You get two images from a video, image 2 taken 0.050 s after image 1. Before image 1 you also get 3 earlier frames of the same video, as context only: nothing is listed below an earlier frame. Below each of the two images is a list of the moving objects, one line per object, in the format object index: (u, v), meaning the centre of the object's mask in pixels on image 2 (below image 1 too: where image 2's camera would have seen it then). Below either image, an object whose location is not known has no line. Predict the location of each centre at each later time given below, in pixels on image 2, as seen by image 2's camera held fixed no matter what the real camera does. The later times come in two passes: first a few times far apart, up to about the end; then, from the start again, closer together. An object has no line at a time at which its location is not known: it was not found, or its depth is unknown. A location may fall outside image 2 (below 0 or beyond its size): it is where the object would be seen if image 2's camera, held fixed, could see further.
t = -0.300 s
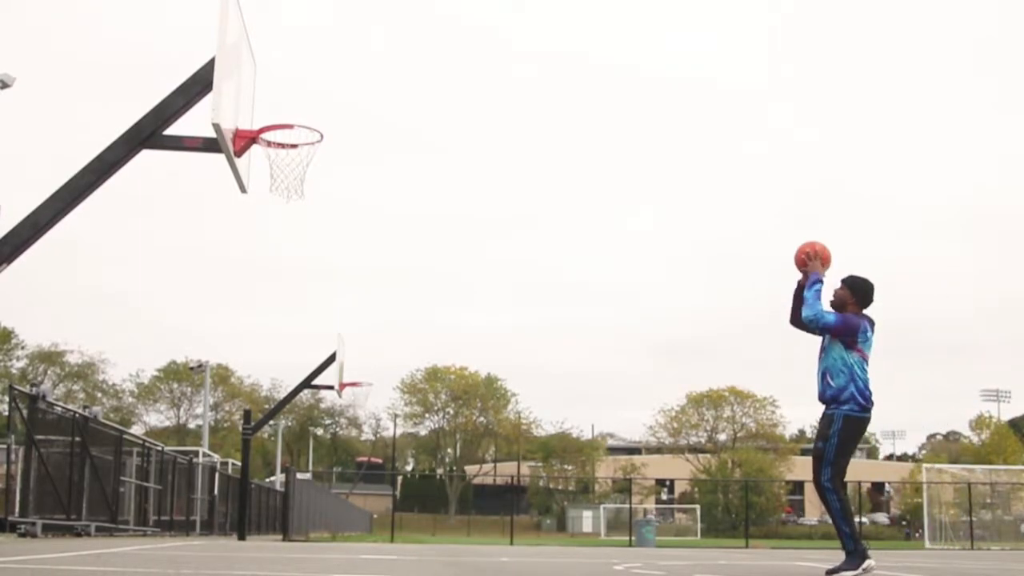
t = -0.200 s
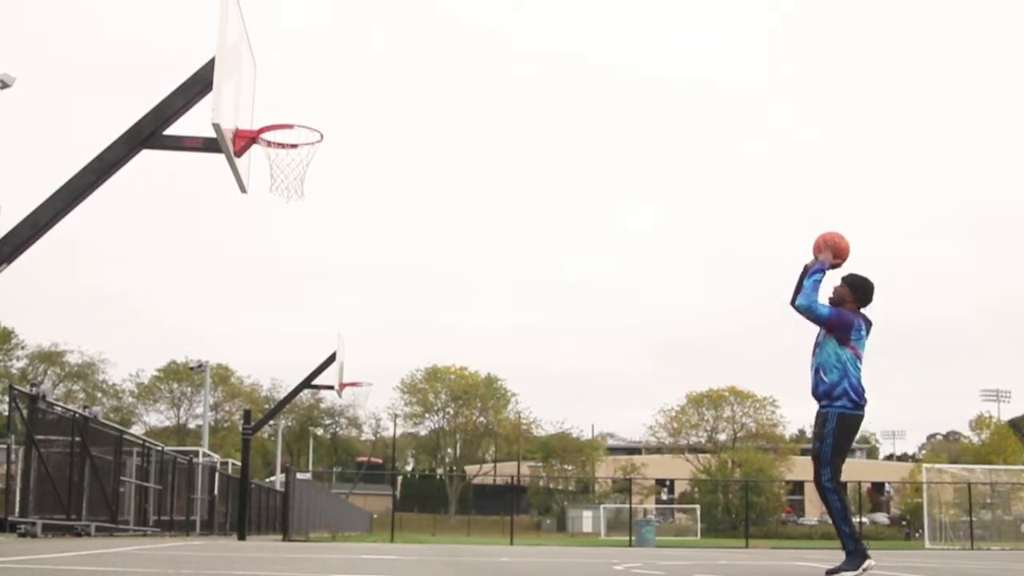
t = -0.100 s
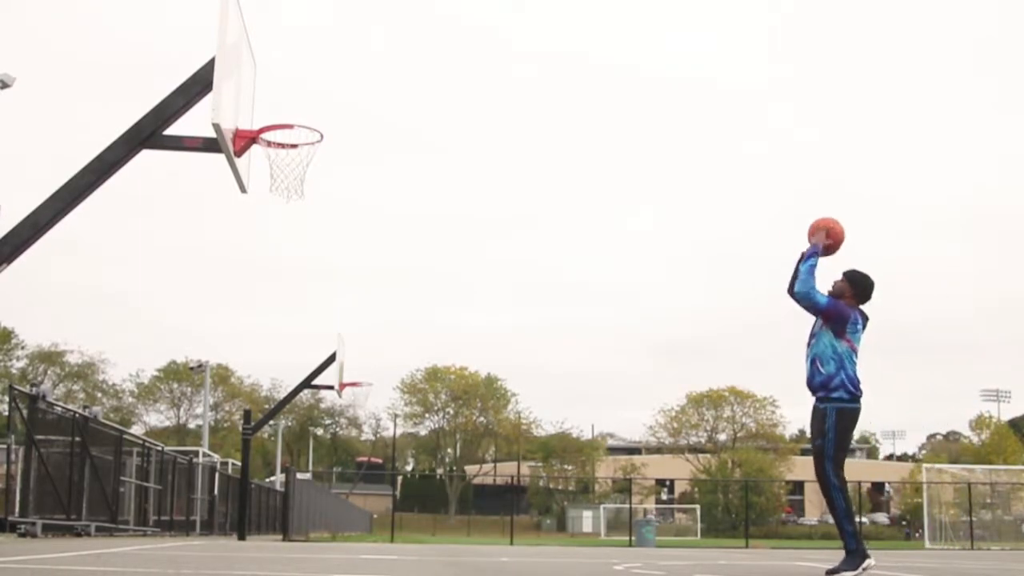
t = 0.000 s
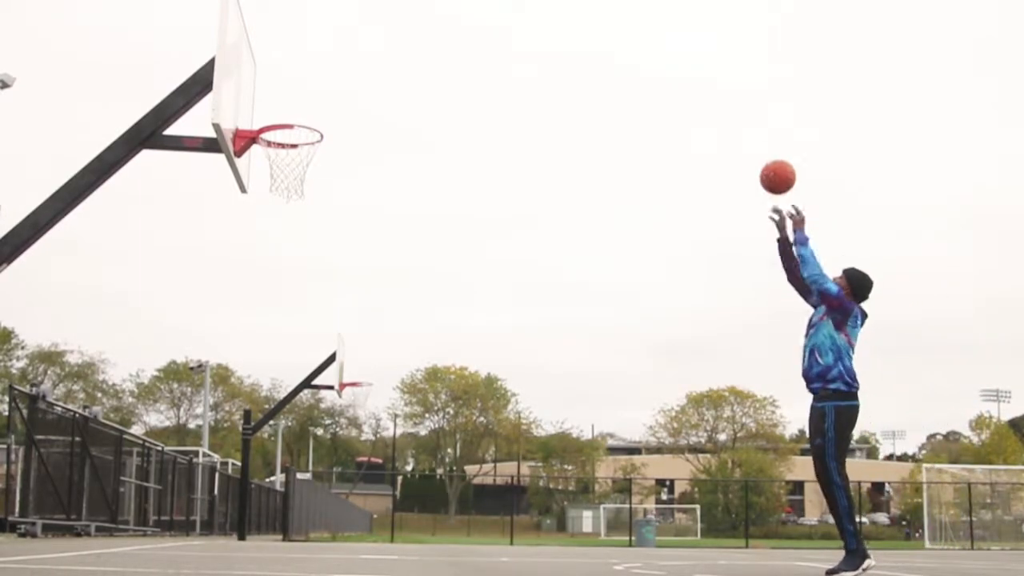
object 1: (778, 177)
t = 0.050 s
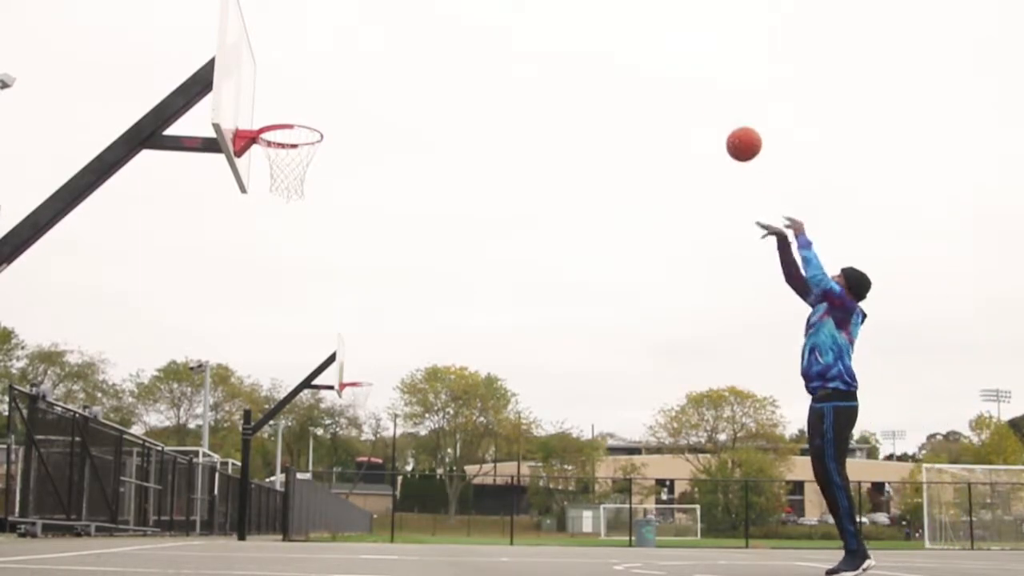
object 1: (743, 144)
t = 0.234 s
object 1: (625, 57)
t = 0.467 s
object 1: (486, 17)
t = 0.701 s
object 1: (354, 48)
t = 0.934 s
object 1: (262, 107)
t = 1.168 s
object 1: (304, 96)
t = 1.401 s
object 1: (344, 153)
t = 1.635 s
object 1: (382, 281)
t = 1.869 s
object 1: (420, 485)
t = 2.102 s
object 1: (431, 425)
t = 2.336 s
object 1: (432, 318)
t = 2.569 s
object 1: (431, 286)
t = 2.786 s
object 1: (428, 320)
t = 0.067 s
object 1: (732, 134)
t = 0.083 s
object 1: (721, 124)
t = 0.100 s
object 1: (711, 115)
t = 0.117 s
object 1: (699, 106)
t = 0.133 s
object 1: (689, 98)
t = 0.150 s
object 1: (678, 90)
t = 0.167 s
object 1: (667, 83)
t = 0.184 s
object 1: (657, 76)
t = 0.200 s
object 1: (646, 70)
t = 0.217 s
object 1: (636, 63)
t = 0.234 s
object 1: (625, 57)
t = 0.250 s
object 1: (615, 52)
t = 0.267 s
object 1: (605, 47)
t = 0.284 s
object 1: (595, 42)
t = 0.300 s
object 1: (584, 39)
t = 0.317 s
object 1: (574, 35)
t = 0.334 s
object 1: (564, 31)
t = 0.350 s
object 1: (554, 28)
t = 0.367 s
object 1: (544, 26)
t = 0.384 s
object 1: (535, 23)
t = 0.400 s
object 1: (525, 21)
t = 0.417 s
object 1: (515, 20)
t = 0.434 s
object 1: (505, 19)
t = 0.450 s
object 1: (495, 18)
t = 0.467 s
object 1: (486, 17)
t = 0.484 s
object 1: (476, 17)
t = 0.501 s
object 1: (467, 18)
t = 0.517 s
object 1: (457, 18)
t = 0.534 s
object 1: (447, 19)
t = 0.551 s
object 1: (438, 20)
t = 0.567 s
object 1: (429, 22)
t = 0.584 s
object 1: (419, 24)
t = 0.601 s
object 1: (410, 27)
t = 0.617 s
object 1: (401, 29)
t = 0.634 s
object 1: (391, 32)
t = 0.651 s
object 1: (382, 36)
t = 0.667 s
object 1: (372, 40)
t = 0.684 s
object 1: (363, 44)
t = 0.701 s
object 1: (354, 48)
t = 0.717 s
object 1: (345, 53)
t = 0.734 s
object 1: (335, 58)
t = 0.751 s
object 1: (326, 64)
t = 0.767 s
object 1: (317, 70)
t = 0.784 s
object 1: (307, 76)
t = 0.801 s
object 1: (298, 82)
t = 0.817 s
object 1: (289, 89)
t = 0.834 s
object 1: (280, 96)
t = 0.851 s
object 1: (271, 104)
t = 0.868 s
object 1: (261, 112)
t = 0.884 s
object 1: (253, 116)
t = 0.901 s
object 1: (255, 114)
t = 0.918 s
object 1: (258, 110)
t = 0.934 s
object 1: (262, 107)
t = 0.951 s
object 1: (265, 104)
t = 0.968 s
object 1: (268, 101)
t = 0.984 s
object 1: (271, 99)
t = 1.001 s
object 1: (274, 97)
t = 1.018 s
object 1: (278, 95)
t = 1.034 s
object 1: (281, 94)
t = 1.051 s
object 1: (284, 93)
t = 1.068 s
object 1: (287, 92)
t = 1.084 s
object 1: (290, 92)
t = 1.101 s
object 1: (293, 92)
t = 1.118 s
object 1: (296, 92)
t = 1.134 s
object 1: (299, 93)
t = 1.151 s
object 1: (301, 94)
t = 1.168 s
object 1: (304, 96)
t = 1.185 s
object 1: (307, 97)
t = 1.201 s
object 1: (310, 100)
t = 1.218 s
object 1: (313, 102)
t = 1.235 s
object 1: (316, 105)
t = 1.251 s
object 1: (319, 108)
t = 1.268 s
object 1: (322, 112)
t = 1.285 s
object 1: (325, 116)
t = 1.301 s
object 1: (328, 120)
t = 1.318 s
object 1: (330, 124)
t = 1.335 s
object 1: (333, 129)
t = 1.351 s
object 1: (336, 135)
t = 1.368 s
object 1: (339, 140)
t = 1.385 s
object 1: (341, 146)
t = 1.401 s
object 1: (344, 153)
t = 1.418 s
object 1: (347, 159)
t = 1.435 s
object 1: (350, 167)
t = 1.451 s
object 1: (352, 174)
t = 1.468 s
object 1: (355, 182)
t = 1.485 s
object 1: (358, 190)
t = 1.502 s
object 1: (360, 199)
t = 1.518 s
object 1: (363, 208)
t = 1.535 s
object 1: (366, 217)
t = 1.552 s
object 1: (368, 227)
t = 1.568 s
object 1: (371, 237)
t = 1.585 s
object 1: (374, 247)
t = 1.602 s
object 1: (376, 258)
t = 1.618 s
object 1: (379, 269)
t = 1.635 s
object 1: (382, 281)
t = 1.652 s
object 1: (385, 293)
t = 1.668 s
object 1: (387, 305)
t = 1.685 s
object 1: (390, 318)
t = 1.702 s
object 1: (393, 331)
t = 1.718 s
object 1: (396, 345)
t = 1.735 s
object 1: (398, 359)
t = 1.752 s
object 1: (401, 374)
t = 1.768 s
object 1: (405, 387)
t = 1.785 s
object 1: (406, 404)
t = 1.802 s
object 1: (409, 419)
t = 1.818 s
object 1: (412, 435)
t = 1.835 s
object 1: (415, 451)
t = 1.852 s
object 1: (417, 468)
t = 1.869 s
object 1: (420, 485)
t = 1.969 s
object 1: (430, 518)
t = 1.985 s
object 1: (430, 505)
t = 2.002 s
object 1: (430, 493)
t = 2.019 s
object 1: (431, 480)
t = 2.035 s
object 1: (431, 469)
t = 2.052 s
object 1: (431, 456)
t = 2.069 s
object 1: (431, 446)
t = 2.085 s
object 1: (431, 435)
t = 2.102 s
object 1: (431, 425)
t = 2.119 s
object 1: (431, 414)
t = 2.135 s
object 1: (431, 405)
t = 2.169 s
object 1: (432, 386)
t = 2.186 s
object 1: (431, 378)
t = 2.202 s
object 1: (432, 370)
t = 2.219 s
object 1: (432, 362)
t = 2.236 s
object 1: (431, 355)
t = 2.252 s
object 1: (432, 348)
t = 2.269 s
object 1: (432, 341)
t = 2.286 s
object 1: (431, 335)
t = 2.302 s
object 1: (432, 329)
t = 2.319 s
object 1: (432, 324)
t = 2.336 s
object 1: (432, 318)
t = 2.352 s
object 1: (432, 314)
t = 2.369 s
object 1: (431, 310)
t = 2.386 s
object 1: (431, 306)
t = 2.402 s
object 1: (431, 302)
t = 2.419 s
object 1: (431, 299)
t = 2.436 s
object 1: (431, 296)
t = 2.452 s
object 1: (431, 293)
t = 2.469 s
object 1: (431, 291)
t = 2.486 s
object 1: (431, 289)
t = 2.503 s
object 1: (431, 288)
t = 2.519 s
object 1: (431, 287)
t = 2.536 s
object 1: (431, 286)
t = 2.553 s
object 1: (431, 286)
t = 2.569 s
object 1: (431, 286)
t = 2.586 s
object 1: (430, 286)
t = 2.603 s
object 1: (430, 287)
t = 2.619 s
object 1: (430, 288)
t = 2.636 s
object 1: (430, 289)
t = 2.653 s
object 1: (429, 291)
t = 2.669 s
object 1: (429, 294)
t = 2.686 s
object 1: (429, 296)
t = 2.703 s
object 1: (429, 299)
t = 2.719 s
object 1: (429, 302)
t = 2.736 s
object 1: (429, 306)
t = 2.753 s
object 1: (428, 310)
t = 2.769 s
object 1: (428, 315)
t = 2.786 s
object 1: (428, 320)
